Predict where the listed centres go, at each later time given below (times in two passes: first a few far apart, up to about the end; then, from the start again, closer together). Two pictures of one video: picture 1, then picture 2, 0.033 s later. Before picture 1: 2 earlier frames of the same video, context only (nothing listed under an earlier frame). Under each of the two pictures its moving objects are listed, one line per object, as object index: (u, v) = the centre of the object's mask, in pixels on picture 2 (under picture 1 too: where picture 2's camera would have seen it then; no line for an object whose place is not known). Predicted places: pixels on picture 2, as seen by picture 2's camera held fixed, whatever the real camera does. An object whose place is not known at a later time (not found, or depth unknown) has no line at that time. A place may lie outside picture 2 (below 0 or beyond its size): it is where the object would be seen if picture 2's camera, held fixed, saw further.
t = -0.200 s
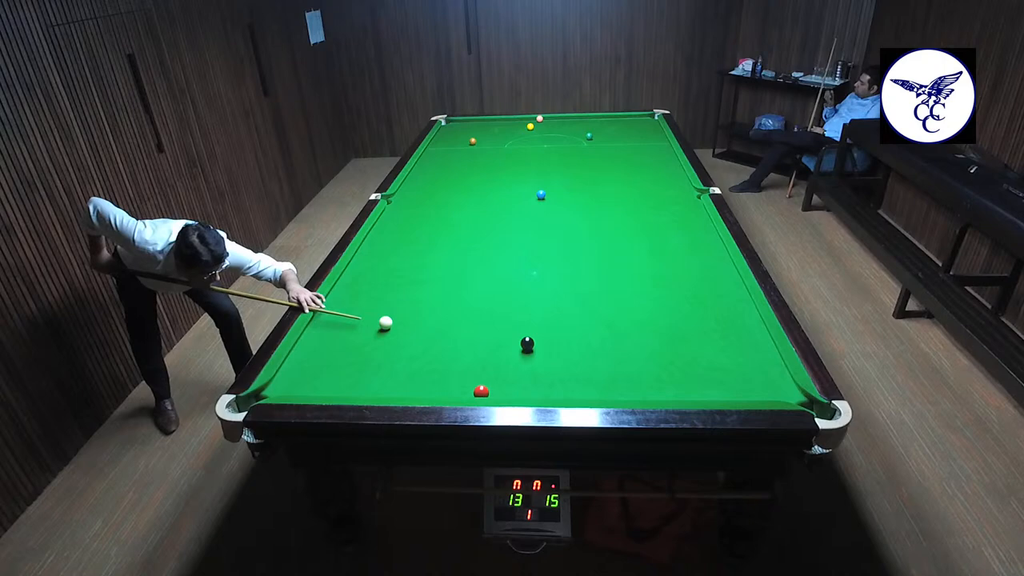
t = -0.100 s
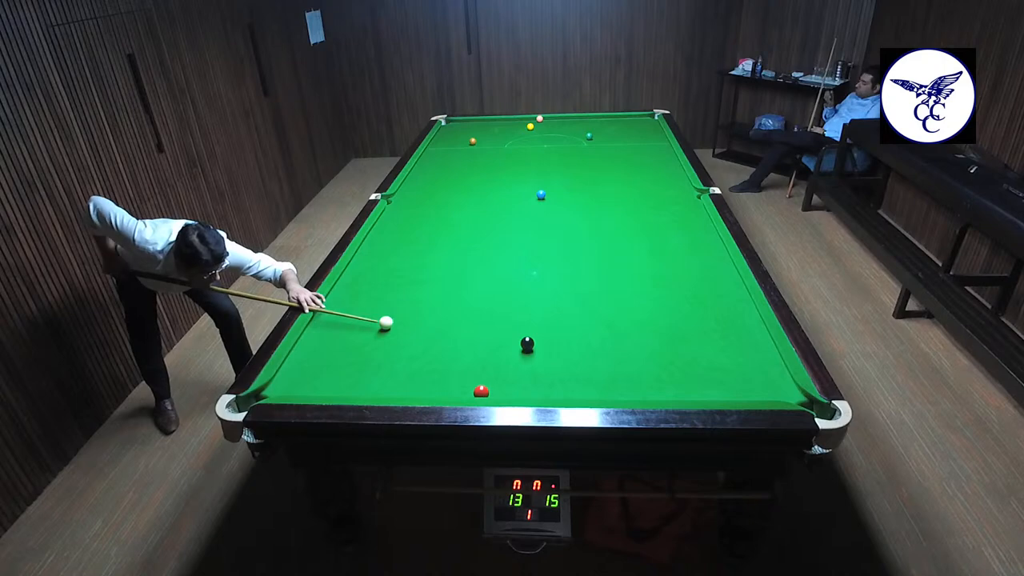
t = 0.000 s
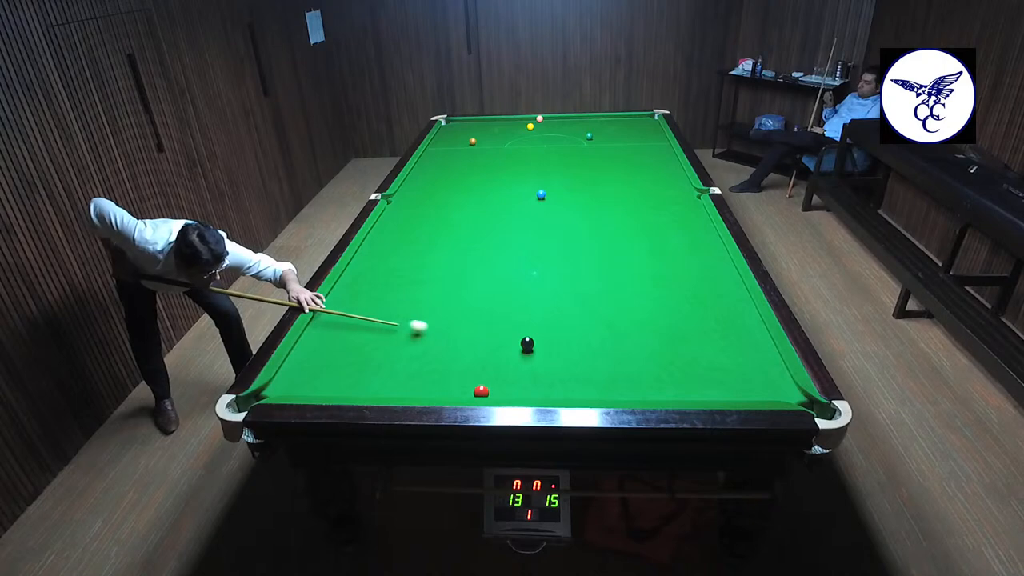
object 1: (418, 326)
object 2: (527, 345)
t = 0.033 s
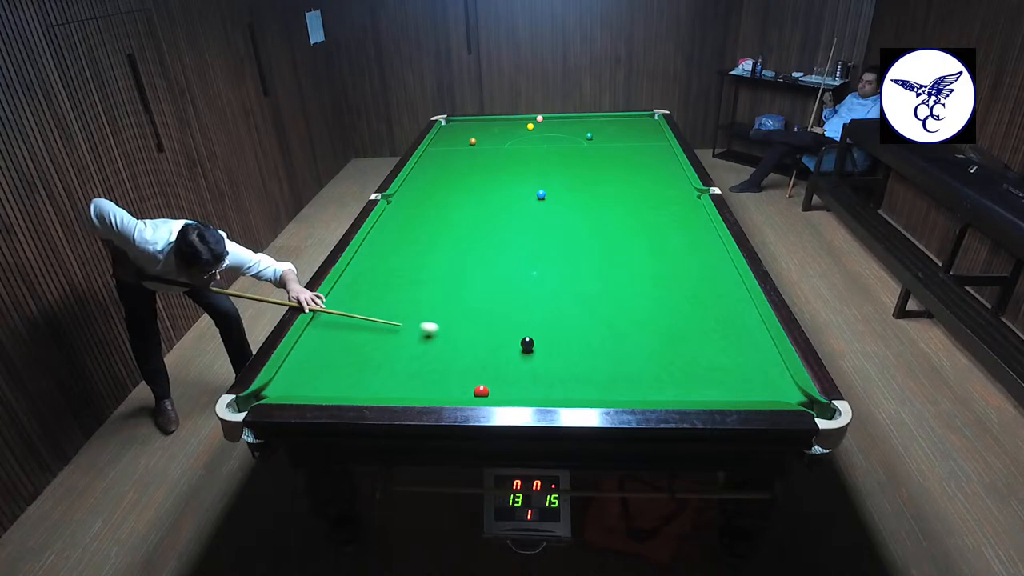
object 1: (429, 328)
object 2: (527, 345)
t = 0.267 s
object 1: (493, 337)
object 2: (527, 345)
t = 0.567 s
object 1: (526, 339)
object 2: (572, 353)
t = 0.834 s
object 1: (543, 339)
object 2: (618, 362)
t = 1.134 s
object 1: (560, 338)
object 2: (671, 373)
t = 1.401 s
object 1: (573, 338)
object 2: (718, 382)
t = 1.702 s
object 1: (585, 338)
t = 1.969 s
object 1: (594, 338)
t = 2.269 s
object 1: (603, 339)
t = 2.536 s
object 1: (608, 339)
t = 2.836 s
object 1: (612, 340)
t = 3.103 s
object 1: (614, 340)
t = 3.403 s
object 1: (614, 340)
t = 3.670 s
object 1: (614, 340)
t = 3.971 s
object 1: (614, 340)
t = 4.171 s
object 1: (615, 337)
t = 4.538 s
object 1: (614, 340)
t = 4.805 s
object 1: (614, 340)
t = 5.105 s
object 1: (614, 340)
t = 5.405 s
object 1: (612, 336)
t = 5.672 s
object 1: (614, 340)
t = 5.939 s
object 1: (614, 340)
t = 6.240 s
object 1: (614, 340)
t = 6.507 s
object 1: (614, 340)
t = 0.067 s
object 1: (439, 329)
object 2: (527, 345)
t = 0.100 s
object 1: (448, 330)
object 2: (527, 345)
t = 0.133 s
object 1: (457, 332)
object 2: (527, 345)
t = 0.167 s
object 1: (466, 333)
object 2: (527, 345)
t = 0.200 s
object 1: (475, 334)
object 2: (527, 345)
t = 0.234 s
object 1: (484, 335)
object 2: (527, 345)
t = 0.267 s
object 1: (493, 337)
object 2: (527, 345)
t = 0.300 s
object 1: (502, 338)
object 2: (527, 345)
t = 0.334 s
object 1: (511, 339)
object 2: (527, 344)
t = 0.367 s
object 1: (514, 340)
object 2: (533, 345)
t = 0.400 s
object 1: (515, 340)
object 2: (541, 347)
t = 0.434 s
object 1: (517, 339)
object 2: (548, 348)
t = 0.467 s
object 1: (519, 339)
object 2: (555, 350)
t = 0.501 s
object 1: (522, 339)
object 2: (560, 351)
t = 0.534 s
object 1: (524, 339)
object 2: (566, 352)
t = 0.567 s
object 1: (526, 339)
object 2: (572, 353)
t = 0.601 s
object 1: (528, 339)
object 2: (578, 354)
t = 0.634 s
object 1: (531, 339)
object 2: (584, 355)
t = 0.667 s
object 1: (533, 339)
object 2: (589, 356)
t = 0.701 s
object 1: (535, 339)
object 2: (595, 358)
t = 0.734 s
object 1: (537, 339)
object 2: (601, 359)
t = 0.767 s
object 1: (539, 339)
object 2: (606, 360)
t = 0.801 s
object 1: (541, 339)
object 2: (612, 361)
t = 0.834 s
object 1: (543, 339)
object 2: (618, 362)
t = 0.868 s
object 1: (545, 339)
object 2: (624, 364)
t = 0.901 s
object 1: (547, 339)
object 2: (630, 365)
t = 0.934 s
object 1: (549, 339)
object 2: (636, 366)
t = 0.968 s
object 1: (551, 338)
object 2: (642, 368)
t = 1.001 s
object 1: (553, 338)
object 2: (648, 369)
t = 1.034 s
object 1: (554, 338)
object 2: (653, 370)
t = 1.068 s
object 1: (556, 338)
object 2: (659, 371)
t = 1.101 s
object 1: (558, 338)
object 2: (665, 371)
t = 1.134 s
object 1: (560, 338)
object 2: (671, 373)
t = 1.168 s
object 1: (561, 338)
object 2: (676, 374)
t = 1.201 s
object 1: (563, 338)
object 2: (683, 376)
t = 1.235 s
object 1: (565, 338)
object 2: (688, 376)
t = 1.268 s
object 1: (566, 338)
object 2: (694, 377)
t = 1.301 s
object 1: (568, 338)
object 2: (700, 378)
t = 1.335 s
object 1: (570, 338)
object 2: (706, 379)
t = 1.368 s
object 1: (571, 338)
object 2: (712, 380)
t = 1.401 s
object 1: (573, 338)
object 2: (718, 382)
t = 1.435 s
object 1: (574, 338)
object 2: (724, 383)
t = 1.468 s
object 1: (576, 338)
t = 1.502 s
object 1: (577, 338)
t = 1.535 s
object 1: (579, 338)
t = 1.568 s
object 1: (580, 338)
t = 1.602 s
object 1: (581, 338)
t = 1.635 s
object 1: (583, 338)
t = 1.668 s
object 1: (584, 338)
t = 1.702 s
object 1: (585, 338)
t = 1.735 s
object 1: (586, 338)
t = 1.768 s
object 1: (588, 338)
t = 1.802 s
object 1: (589, 338)
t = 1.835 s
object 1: (590, 338)
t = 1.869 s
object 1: (591, 338)
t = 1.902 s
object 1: (592, 338)
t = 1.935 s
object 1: (593, 338)
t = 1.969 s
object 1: (594, 338)
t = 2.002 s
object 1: (596, 338)
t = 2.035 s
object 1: (597, 338)
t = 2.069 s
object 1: (598, 338)
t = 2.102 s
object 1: (598, 338)
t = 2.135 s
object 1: (599, 338)
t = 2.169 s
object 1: (600, 338)
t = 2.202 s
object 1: (601, 338)
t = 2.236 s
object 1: (602, 339)
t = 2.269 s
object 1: (603, 339)
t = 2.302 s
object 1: (603, 339)
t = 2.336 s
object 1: (604, 339)
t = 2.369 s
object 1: (605, 339)
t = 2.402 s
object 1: (606, 339)
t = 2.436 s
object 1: (606, 339)
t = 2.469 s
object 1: (607, 339)
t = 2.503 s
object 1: (608, 339)
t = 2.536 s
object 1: (608, 339)
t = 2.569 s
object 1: (609, 339)
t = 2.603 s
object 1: (609, 339)
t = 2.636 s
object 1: (610, 339)
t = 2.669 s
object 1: (610, 339)
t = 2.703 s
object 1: (611, 339)
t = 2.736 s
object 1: (611, 339)
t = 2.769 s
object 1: (612, 340)
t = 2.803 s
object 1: (612, 340)
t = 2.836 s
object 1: (612, 340)
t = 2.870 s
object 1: (613, 340)
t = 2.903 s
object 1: (613, 340)
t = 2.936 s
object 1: (613, 340)
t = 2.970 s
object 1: (613, 340)
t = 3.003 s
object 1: (613, 340)
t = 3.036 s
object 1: (614, 340)
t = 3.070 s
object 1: (614, 340)
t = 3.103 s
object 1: (614, 340)
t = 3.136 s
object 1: (614, 340)
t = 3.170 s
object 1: (614, 340)
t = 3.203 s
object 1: (614, 340)
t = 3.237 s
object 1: (614, 340)
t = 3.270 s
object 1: (614, 340)
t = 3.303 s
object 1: (614, 340)
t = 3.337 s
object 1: (614, 340)
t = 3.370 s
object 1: (614, 340)
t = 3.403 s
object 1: (614, 340)
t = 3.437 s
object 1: (614, 340)
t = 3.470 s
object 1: (614, 340)
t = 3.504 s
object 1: (614, 340)
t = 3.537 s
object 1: (614, 340)
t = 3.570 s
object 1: (614, 340)
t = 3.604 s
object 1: (614, 340)
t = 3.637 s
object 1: (614, 340)
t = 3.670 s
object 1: (614, 340)
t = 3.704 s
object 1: (614, 340)
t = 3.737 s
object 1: (614, 340)
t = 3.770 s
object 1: (614, 340)
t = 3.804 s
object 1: (614, 340)
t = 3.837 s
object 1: (614, 340)
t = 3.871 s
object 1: (614, 340)
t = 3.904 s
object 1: (614, 340)
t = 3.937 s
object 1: (614, 340)
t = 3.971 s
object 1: (614, 340)
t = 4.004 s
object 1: (614, 340)
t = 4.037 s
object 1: (614, 340)
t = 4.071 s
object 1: (614, 340)
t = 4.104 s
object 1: (614, 340)
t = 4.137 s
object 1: (614, 340)
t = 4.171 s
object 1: (615, 337)
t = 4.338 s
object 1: (614, 340)
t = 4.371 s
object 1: (614, 340)
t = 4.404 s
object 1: (614, 340)
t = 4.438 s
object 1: (614, 340)
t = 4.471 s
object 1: (614, 340)
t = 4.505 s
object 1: (614, 340)
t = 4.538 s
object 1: (614, 340)
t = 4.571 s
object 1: (614, 340)
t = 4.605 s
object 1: (614, 340)
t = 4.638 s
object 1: (614, 340)
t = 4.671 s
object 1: (614, 340)
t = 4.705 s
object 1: (614, 340)
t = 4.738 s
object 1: (614, 340)
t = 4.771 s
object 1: (614, 340)
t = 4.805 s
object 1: (614, 340)
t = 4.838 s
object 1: (614, 340)
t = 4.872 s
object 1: (614, 340)
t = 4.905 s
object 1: (614, 340)
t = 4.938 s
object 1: (614, 340)
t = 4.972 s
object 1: (614, 340)
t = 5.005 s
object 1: (614, 340)
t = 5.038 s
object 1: (614, 340)
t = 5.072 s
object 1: (614, 340)
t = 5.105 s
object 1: (614, 340)
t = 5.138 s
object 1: (614, 340)
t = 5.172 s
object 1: (614, 340)
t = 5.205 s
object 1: (614, 340)
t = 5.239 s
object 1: (614, 340)
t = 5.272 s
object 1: (616, 337)
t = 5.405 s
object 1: (612, 336)
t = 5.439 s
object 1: (614, 340)
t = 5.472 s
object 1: (614, 340)
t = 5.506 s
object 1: (614, 340)
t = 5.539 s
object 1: (614, 340)
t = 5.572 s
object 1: (614, 340)
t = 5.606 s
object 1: (614, 340)
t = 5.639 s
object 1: (614, 340)
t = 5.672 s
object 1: (614, 340)
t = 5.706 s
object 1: (614, 340)
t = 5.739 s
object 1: (614, 341)
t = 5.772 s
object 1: (614, 340)
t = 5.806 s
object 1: (614, 341)
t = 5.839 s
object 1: (614, 341)
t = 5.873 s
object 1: (614, 340)
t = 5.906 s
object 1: (614, 340)
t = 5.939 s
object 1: (614, 340)
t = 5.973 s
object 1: (614, 340)
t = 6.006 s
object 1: (614, 340)
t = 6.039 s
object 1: (614, 340)
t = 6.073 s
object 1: (614, 340)
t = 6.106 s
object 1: (614, 340)
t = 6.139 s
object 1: (614, 340)
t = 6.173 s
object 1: (614, 340)
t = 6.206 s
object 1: (614, 340)
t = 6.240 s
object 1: (614, 340)
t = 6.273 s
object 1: (614, 340)
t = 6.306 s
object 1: (614, 340)
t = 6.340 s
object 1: (614, 340)
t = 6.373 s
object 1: (614, 340)
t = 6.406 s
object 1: (614, 340)
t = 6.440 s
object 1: (614, 340)
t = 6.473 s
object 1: (614, 340)
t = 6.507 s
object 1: (614, 340)
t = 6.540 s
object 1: (614, 340)
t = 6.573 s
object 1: (614, 340)
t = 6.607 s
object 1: (614, 340)
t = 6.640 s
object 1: (614, 340)
